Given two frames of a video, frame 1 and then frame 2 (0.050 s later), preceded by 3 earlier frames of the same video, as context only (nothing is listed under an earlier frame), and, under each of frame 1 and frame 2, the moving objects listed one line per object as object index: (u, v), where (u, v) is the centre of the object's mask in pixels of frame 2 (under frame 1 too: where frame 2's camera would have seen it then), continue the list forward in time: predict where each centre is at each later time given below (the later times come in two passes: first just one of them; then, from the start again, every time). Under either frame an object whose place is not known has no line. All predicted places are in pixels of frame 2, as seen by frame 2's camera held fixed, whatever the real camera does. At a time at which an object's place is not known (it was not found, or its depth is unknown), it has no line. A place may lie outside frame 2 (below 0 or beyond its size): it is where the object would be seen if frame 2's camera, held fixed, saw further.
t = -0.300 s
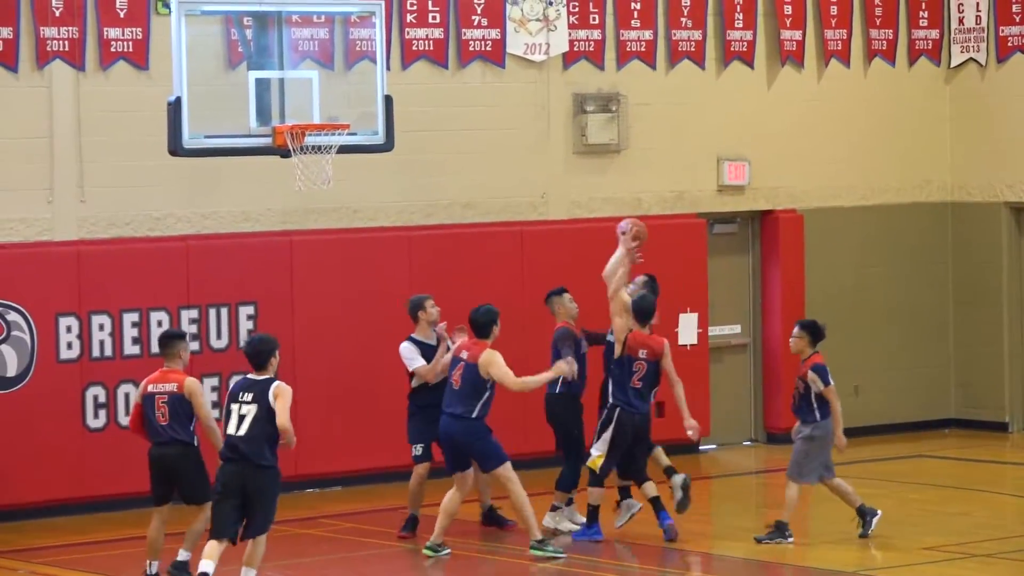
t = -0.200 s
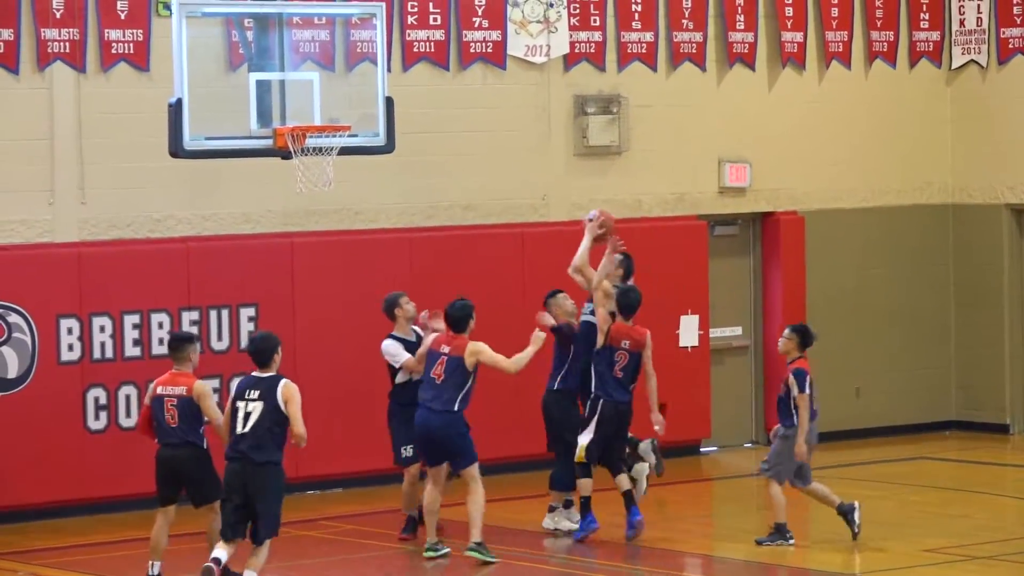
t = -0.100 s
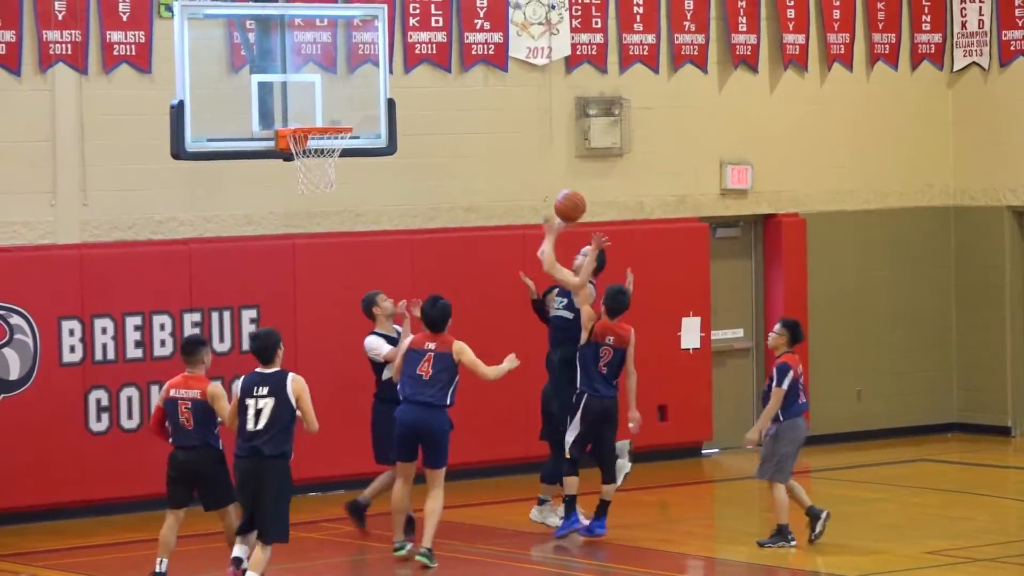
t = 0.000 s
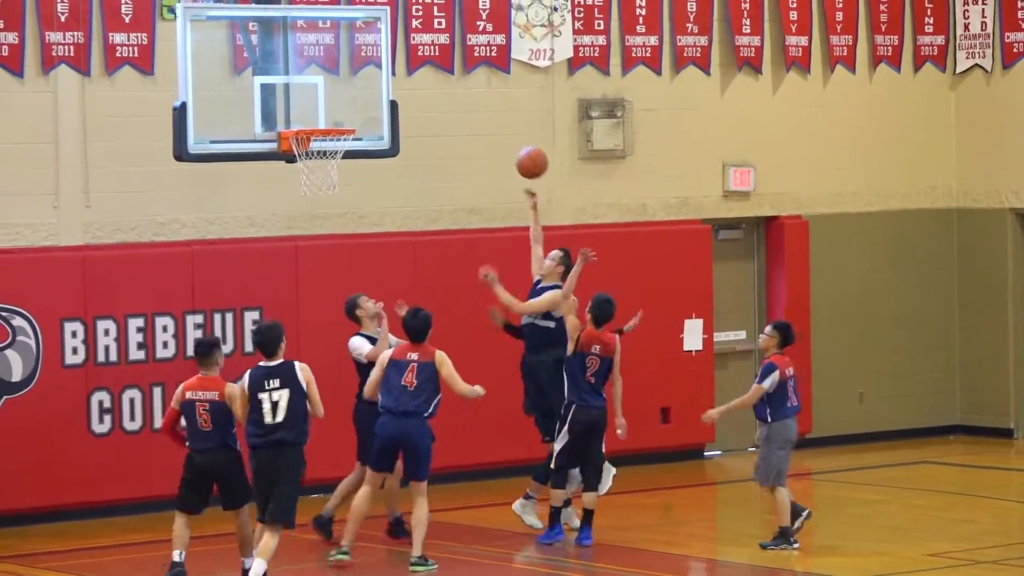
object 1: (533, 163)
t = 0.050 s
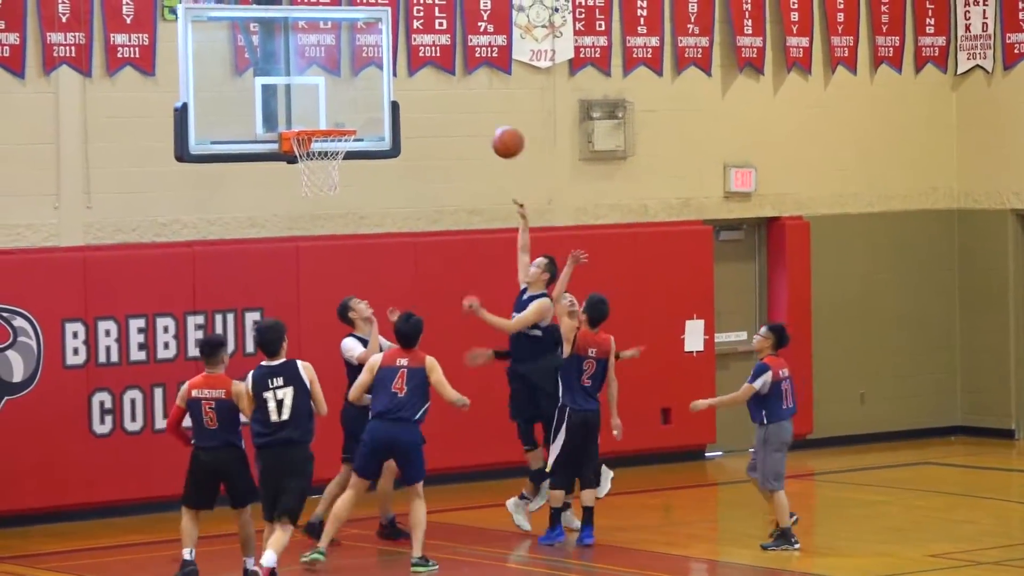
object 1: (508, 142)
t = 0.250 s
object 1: (406, 88)
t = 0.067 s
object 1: (499, 135)
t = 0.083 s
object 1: (491, 129)
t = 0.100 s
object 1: (482, 123)
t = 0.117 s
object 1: (474, 118)
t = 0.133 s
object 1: (466, 113)
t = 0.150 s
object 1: (457, 108)
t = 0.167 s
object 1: (448, 104)
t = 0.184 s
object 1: (440, 100)
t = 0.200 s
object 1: (431, 96)
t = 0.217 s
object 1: (423, 93)
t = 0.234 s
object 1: (414, 90)
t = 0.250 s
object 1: (406, 88)
